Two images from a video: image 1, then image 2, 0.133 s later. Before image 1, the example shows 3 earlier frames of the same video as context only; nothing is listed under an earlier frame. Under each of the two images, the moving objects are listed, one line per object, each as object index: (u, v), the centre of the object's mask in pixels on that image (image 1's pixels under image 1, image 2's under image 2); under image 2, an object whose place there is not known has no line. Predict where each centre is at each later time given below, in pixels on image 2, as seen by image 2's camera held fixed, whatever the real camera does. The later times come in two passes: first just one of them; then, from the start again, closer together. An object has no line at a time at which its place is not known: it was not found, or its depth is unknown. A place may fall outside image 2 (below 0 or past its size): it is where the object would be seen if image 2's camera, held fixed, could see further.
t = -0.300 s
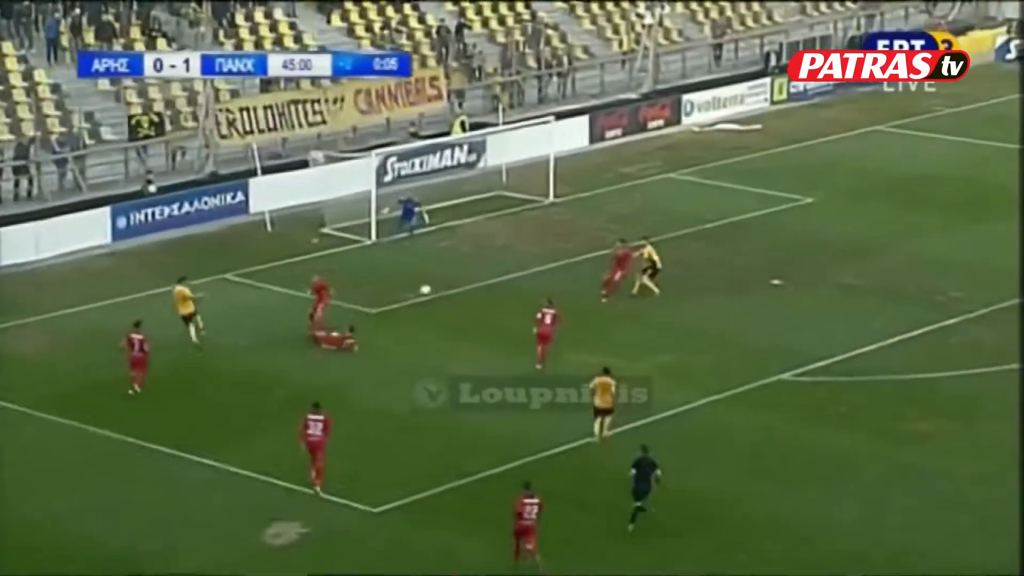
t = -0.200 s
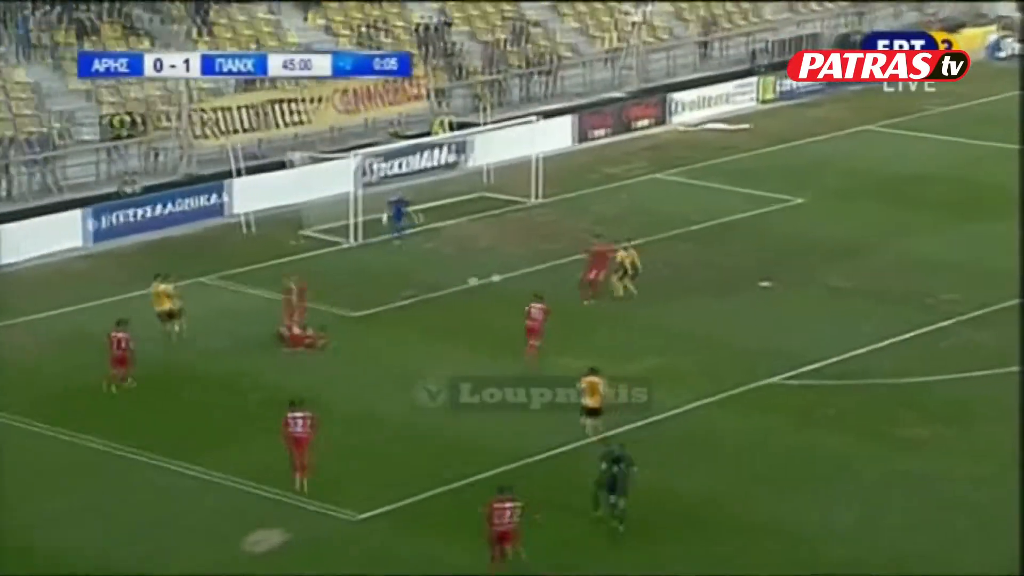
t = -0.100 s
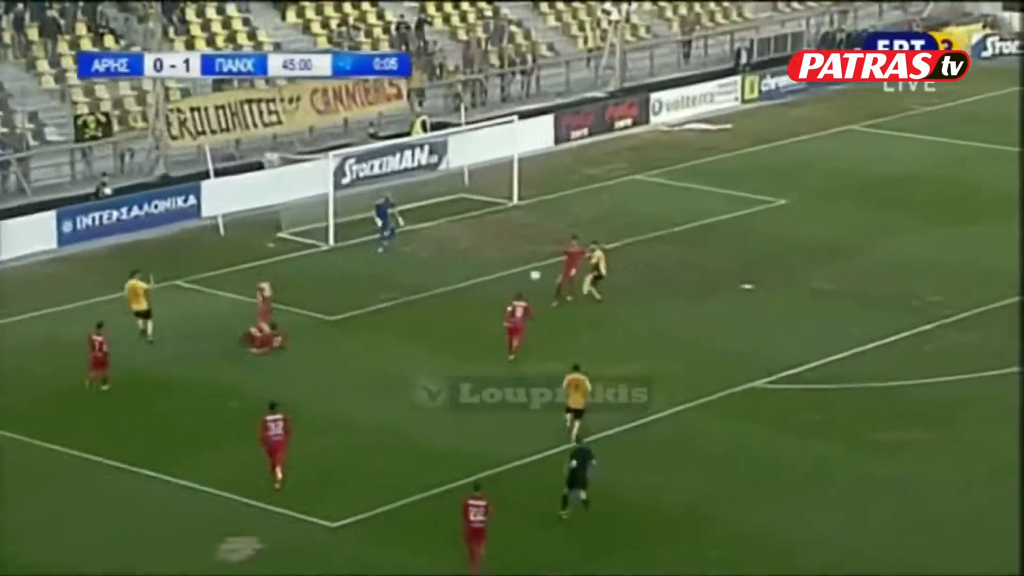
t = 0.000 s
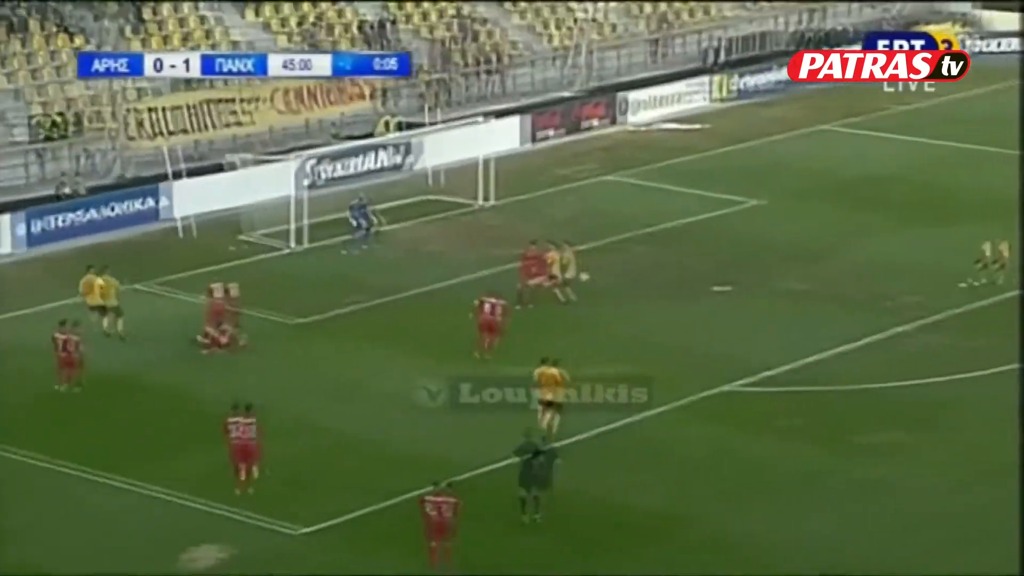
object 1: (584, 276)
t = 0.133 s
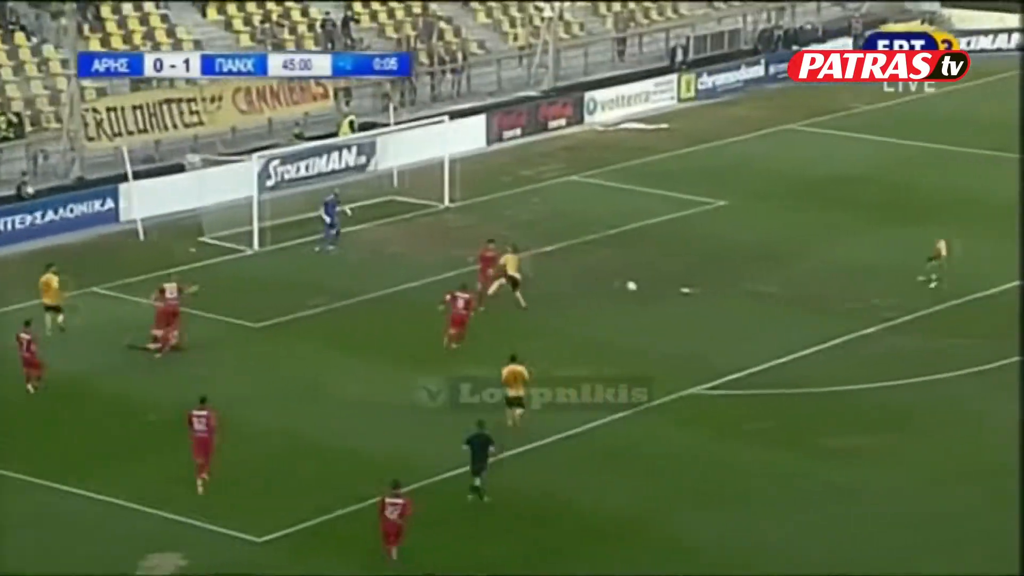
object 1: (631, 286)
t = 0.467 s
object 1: (827, 303)
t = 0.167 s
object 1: (657, 289)
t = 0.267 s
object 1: (711, 298)
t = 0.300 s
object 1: (736, 302)
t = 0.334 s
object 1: (761, 308)
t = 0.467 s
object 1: (827, 303)
